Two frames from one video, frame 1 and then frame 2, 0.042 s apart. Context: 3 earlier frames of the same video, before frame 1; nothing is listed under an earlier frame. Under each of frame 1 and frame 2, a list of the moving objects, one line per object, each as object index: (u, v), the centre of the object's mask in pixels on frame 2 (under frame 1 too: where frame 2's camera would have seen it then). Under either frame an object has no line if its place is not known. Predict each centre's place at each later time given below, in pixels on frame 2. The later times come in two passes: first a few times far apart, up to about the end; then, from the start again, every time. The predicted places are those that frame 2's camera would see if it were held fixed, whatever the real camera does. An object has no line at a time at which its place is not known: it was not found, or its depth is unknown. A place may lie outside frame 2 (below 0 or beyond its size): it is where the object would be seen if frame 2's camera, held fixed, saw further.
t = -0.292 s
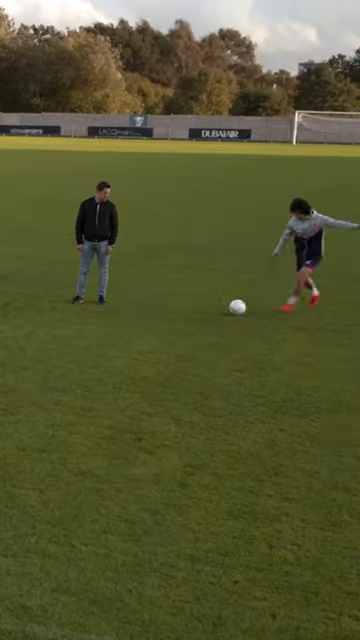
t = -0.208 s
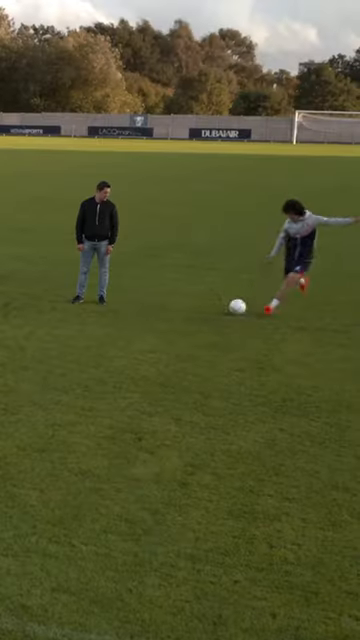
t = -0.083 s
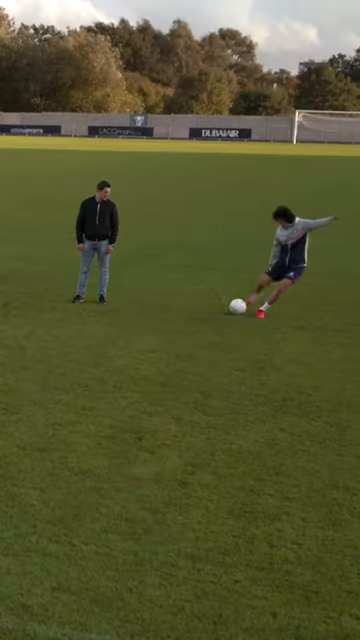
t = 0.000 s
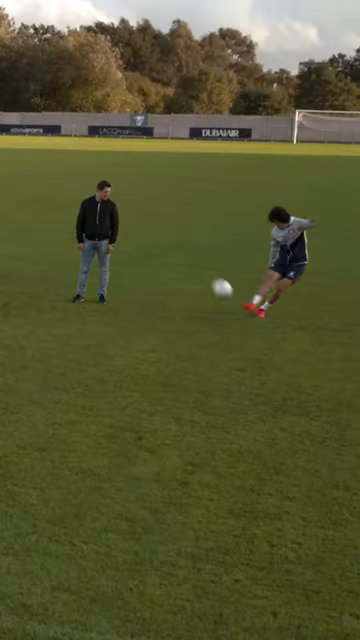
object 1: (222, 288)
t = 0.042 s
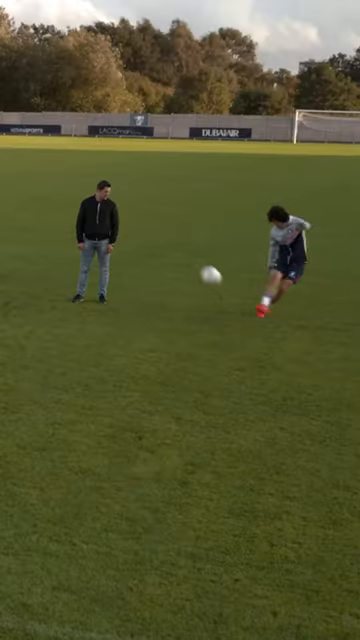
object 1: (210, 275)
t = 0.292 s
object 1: (122, 204)
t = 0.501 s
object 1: (6, 156)
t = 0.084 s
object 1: (198, 263)
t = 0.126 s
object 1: (186, 251)
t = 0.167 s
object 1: (172, 239)
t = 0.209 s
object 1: (157, 226)
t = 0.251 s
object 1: (140, 215)
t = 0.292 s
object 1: (122, 204)
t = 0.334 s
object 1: (101, 194)
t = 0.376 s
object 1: (78, 182)
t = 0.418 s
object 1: (52, 172)
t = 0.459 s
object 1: (23, 163)
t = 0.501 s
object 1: (6, 156)
